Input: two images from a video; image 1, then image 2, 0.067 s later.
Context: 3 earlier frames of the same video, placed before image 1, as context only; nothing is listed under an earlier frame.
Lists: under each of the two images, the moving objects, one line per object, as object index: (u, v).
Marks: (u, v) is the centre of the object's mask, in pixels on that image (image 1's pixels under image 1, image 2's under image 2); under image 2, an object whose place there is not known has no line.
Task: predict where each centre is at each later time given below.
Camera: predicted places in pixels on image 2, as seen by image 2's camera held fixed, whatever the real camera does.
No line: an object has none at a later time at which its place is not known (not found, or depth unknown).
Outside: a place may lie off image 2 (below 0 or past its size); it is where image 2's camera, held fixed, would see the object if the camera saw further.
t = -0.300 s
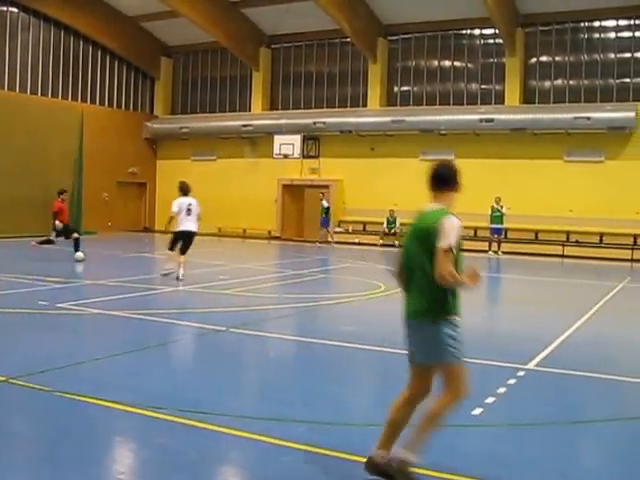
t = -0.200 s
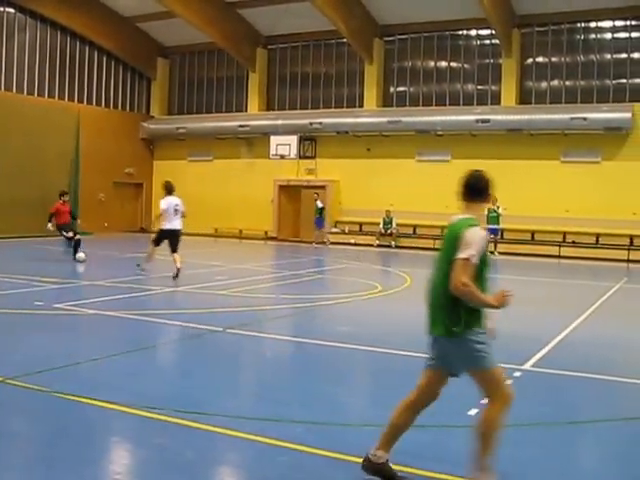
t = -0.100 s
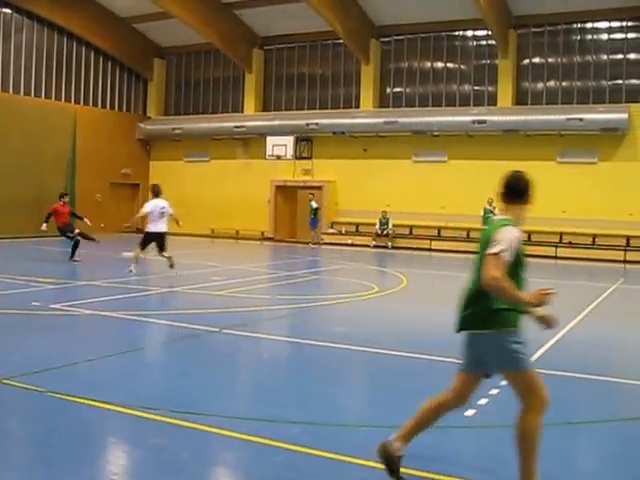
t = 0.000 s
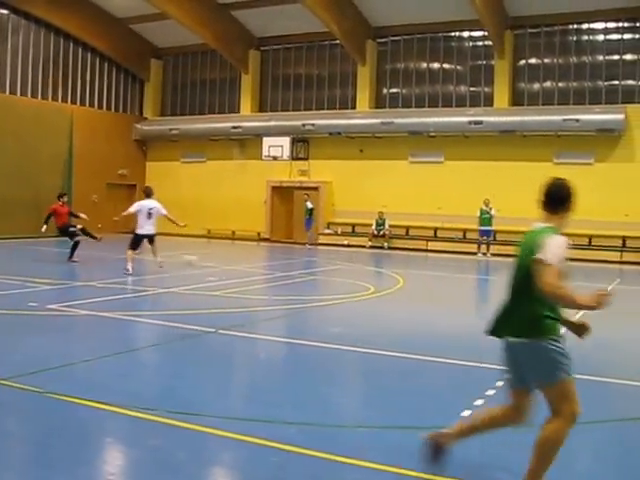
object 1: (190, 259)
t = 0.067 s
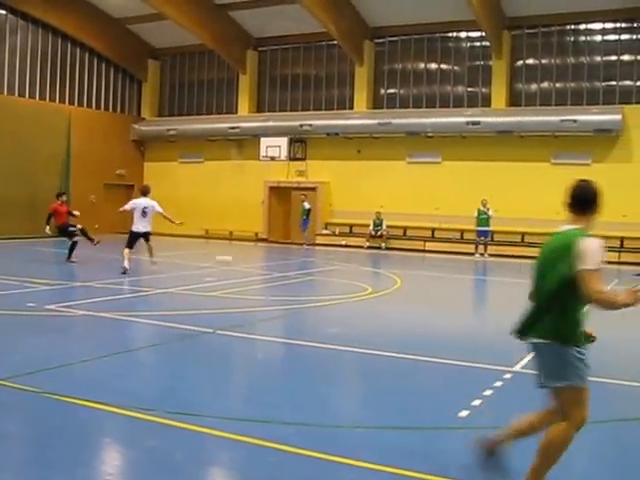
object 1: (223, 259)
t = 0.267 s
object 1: (322, 261)
